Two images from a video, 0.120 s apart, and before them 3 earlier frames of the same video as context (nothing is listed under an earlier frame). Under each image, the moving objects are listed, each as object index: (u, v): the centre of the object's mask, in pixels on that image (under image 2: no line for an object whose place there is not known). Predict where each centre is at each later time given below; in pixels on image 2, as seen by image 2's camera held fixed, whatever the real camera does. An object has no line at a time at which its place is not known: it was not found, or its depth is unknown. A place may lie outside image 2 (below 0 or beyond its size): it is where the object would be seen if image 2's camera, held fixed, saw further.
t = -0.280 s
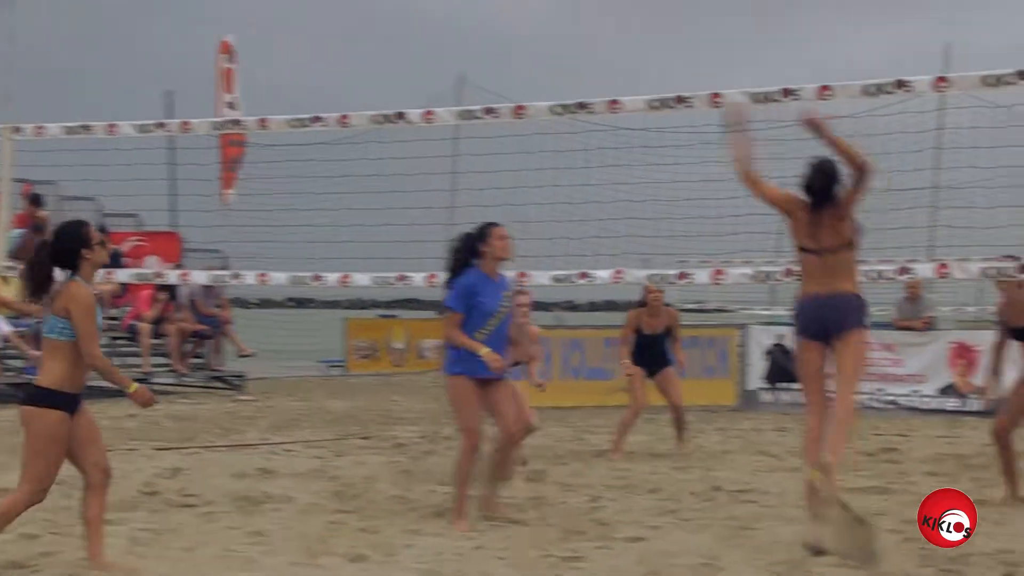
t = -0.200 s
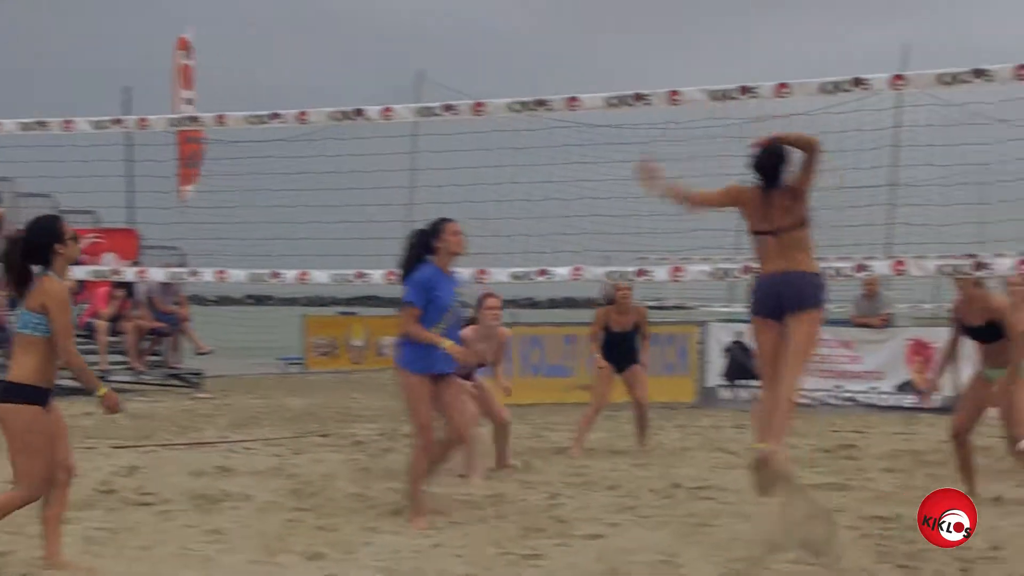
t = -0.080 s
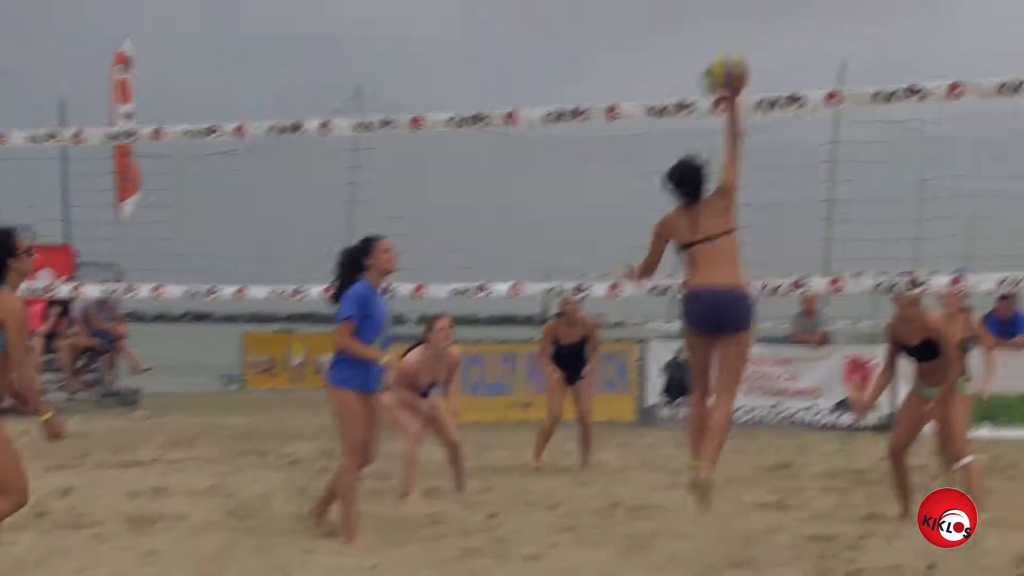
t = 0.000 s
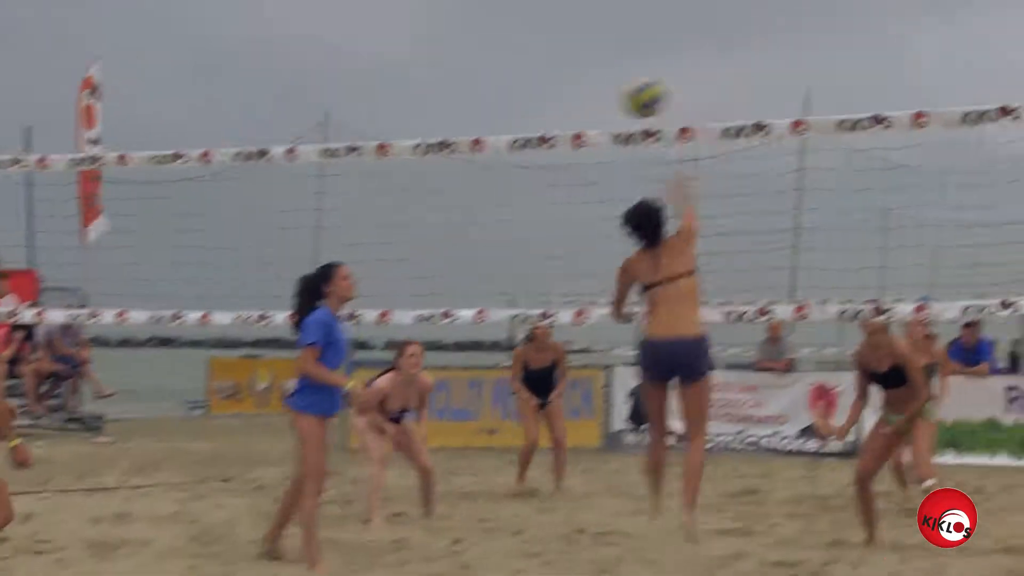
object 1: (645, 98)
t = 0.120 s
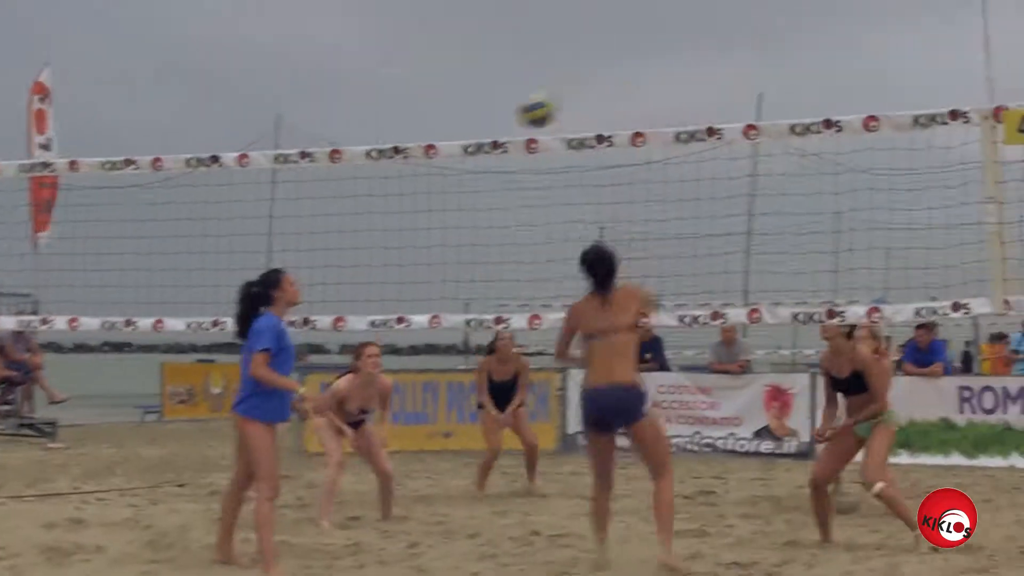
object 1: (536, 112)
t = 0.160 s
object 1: (517, 119)
